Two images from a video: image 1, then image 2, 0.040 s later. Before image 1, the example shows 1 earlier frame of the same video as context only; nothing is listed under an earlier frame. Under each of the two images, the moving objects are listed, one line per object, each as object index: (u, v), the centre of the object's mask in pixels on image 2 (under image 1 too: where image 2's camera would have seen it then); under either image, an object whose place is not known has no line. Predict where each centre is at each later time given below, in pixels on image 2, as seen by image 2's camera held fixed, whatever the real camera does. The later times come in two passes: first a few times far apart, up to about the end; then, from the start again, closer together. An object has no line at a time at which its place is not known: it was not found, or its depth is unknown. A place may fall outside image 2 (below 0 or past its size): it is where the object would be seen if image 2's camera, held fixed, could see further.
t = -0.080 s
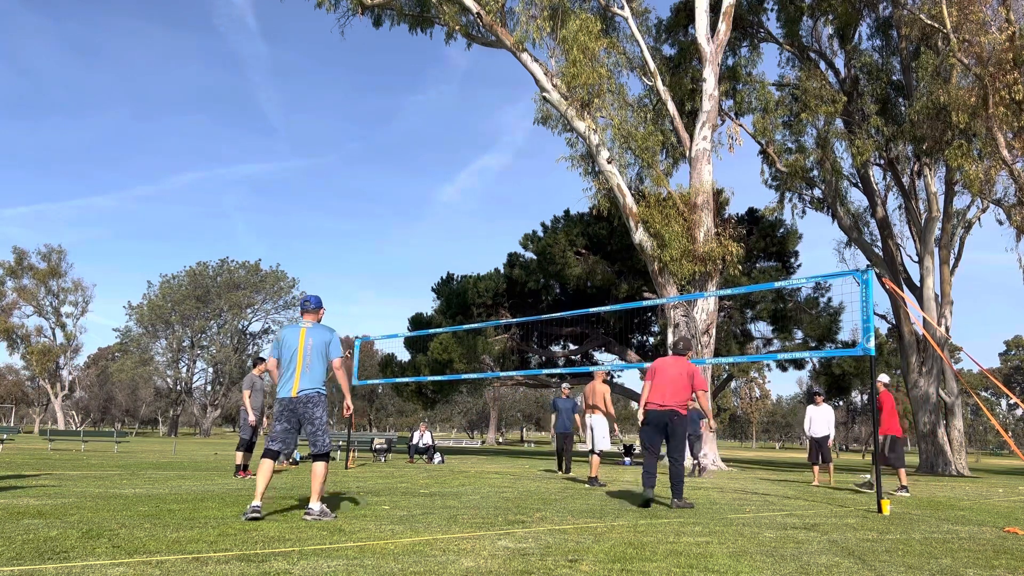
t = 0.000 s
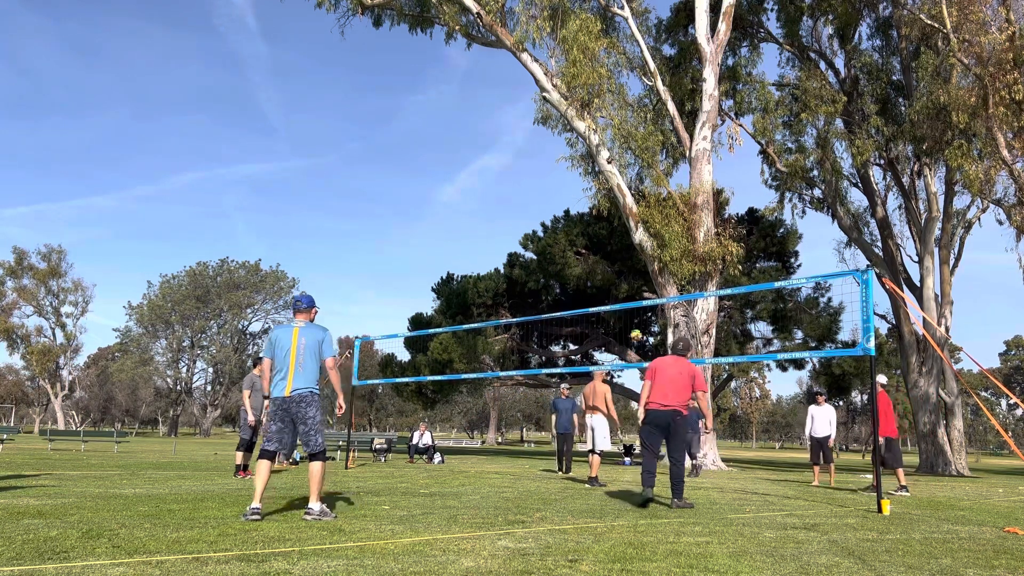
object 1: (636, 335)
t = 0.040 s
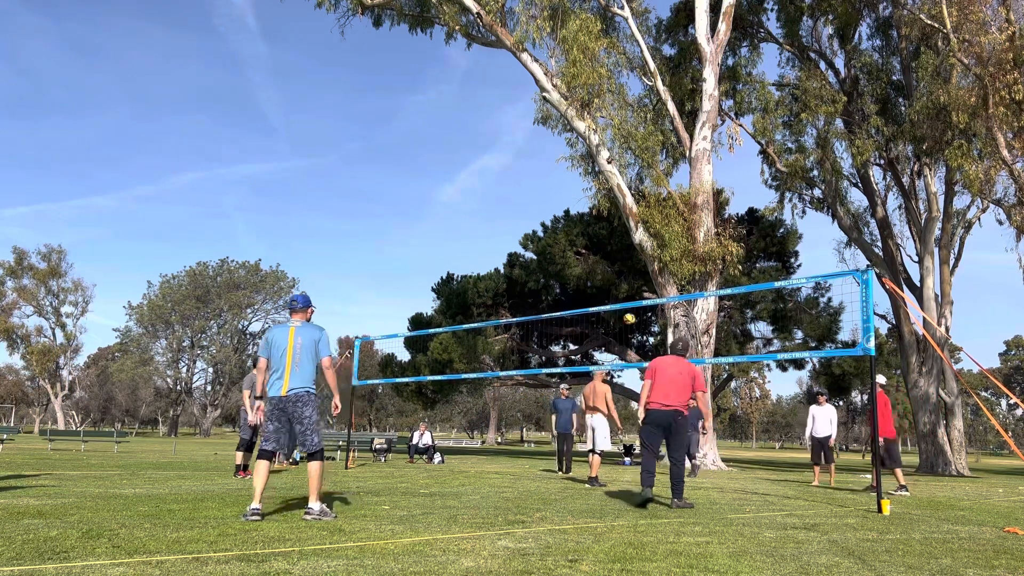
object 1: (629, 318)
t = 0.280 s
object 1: (586, 237)
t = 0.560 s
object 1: (527, 177)
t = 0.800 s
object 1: (468, 161)
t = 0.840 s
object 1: (457, 162)
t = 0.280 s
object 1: (586, 237)
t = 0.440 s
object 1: (553, 198)
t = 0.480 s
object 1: (545, 190)
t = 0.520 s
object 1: (536, 183)
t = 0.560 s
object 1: (527, 177)
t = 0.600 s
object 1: (518, 172)
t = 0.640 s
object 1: (508, 168)
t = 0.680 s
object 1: (499, 165)
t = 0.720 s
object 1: (489, 162)
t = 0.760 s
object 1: (478, 161)
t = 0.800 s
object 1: (468, 161)
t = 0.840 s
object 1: (457, 162)
